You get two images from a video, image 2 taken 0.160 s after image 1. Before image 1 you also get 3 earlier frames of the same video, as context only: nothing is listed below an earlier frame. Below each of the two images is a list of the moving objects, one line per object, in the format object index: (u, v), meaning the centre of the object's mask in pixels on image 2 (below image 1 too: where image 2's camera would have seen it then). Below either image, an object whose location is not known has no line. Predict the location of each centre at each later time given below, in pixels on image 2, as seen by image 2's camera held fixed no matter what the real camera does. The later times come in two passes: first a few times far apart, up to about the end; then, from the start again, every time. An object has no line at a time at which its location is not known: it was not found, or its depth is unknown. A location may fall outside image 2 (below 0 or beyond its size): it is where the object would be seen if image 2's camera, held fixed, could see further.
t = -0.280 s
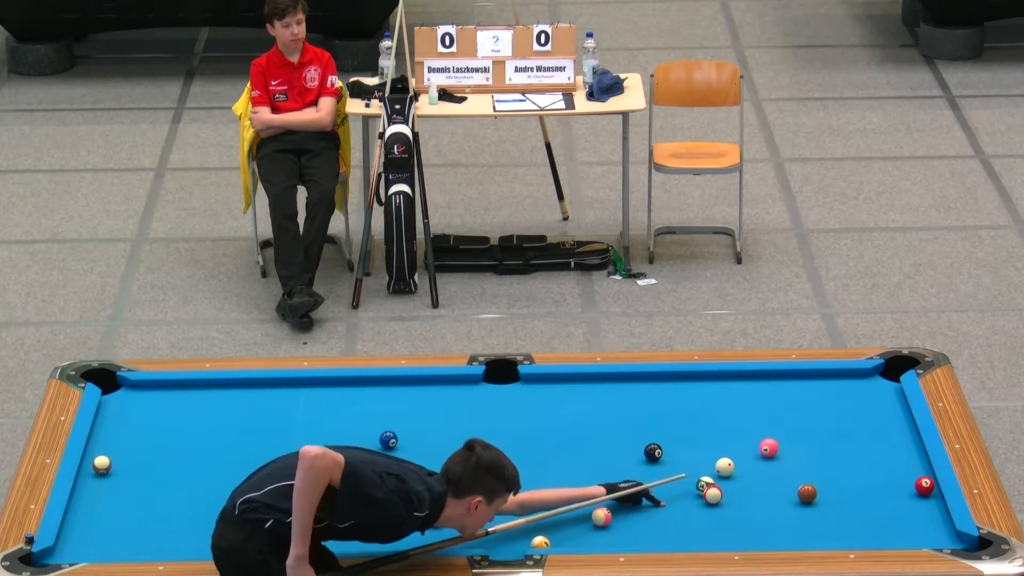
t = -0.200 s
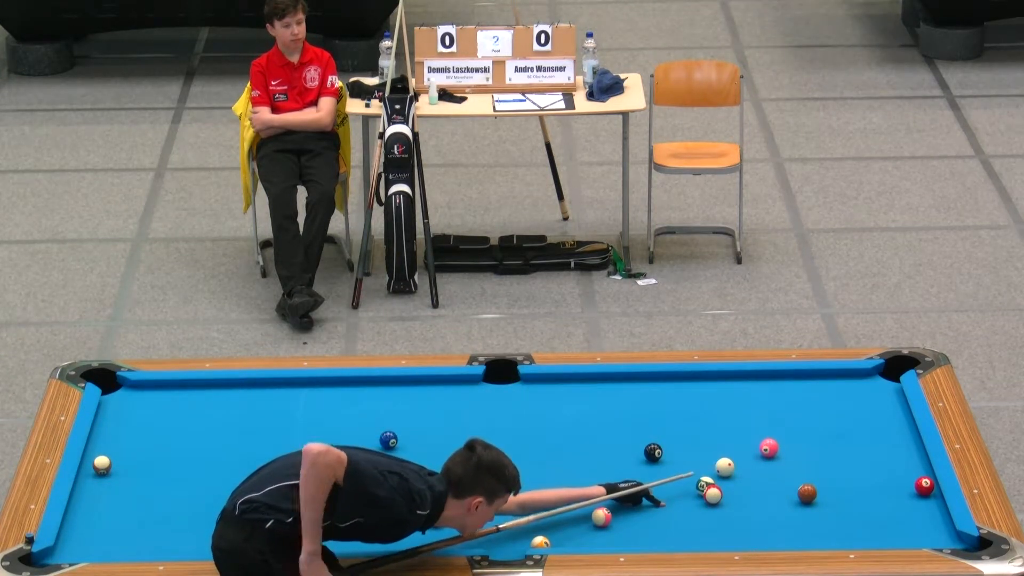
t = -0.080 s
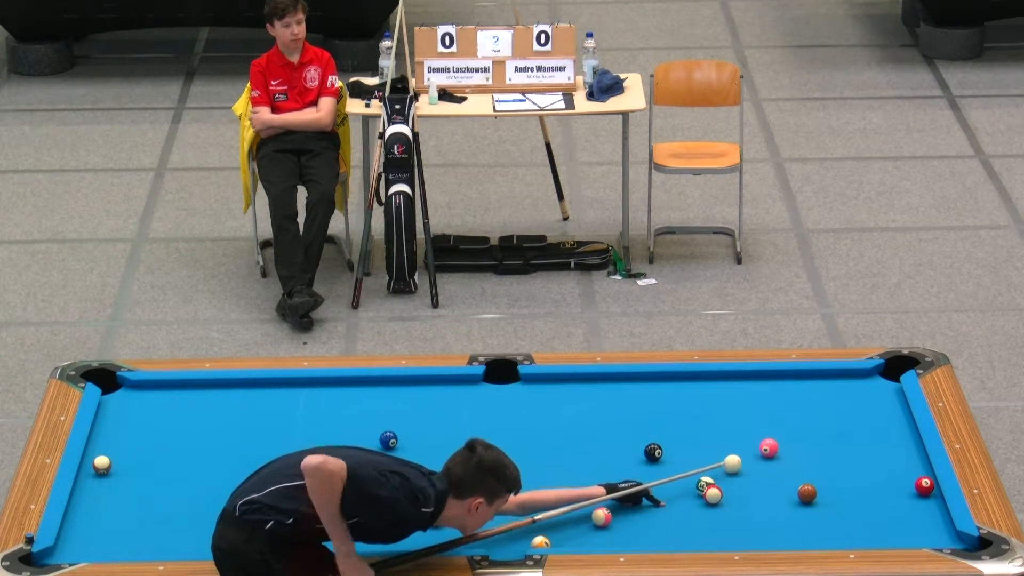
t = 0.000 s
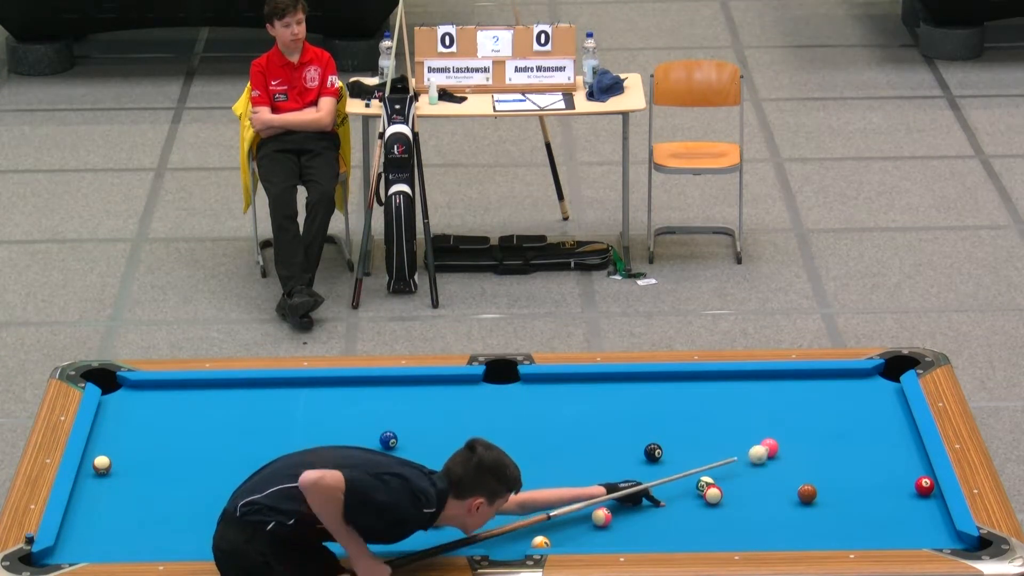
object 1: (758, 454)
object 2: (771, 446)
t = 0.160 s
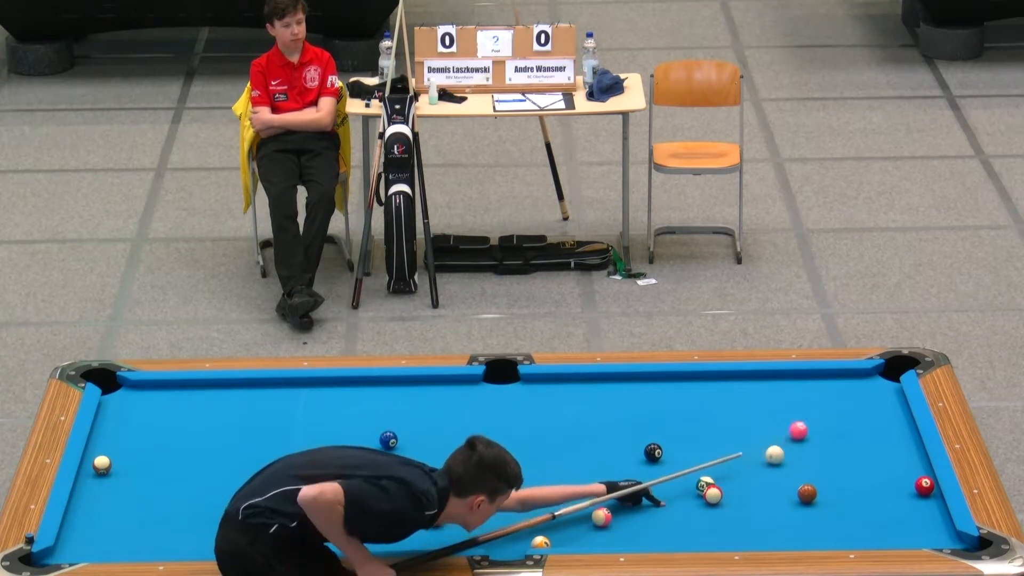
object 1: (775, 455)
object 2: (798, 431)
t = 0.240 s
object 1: (785, 454)
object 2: (810, 424)
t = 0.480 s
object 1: (814, 451)
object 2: (842, 405)
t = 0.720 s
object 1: (842, 449)
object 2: (872, 387)
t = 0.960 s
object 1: (868, 447)
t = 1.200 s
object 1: (892, 445)
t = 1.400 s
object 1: (912, 444)
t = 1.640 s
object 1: (901, 442)
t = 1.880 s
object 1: (890, 442)
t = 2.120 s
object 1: (879, 441)
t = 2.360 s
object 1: (871, 440)
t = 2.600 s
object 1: (865, 440)
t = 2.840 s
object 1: (860, 440)
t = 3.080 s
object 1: (857, 440)
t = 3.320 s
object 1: (856, 439)
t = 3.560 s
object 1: (857, 439)
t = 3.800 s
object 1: (857, 439)
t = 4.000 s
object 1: (857, 439)
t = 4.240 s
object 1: (857, 439)
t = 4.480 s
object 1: (857, 439)
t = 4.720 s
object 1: (857, 440)
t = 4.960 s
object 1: (857, 440)
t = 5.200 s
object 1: (857, 440)
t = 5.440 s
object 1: (857, 439)
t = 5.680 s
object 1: (857, 439)
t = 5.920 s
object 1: (857, 439)
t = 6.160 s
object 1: (857, 439)
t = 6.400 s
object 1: (857, 439)
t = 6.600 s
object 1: (857, 439)
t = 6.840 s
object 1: (857, 439)
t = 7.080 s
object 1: (857, 439)
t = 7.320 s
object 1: (857, 439)
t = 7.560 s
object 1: (857, 439)
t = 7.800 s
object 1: (857, 439)
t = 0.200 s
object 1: (780, 455)
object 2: (804, 427)
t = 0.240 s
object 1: (785, 454)
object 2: (810, 424)
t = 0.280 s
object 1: (790, 454)
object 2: (815, 421)
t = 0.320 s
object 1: (794, 453)
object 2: (820, 418)
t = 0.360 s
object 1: (800, 453)
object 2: (826, 414)
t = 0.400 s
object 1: (804, 452)
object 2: (831, 411)
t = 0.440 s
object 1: (809, 452)
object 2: (836, 408)
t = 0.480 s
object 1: (814, 451)
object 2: (842, 405)
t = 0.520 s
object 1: (819, 451)
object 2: (847, 402)
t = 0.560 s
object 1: (823, 451)
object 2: (852, 399)
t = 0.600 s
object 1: (828, 450)
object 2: (858, 396)
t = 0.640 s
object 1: (832, 450)
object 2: (862, 393)
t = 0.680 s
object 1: (837, 450)
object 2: (867, 390)
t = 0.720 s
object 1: (842, 449)
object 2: (872, 387)
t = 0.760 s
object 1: (846, 449)
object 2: (878, 384)
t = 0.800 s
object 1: (851, 449)
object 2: (882, 381)
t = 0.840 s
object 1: (855, 448)
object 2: (887, 378)
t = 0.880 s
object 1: (859, 448)
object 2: (892, 375)
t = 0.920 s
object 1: (863, 447)
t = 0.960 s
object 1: (868, 447)
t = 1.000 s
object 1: (872, 447)
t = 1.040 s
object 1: (876, 446)
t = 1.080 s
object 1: (880, 446)
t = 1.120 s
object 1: (884, 446)
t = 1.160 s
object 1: (888, 445)
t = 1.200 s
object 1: (892, 445)
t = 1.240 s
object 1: (896, 445)
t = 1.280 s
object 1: (900, 444)
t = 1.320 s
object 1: (904, 444)
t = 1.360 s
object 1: (908, 444)
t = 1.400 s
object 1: (912, 444)
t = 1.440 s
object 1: (912, 443)
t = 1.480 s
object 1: (910, 443)
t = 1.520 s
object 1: (908, 443)
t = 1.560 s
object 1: (906, 443)
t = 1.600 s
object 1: (903, 443)
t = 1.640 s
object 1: (901, 442)
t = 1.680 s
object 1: (899, 442)
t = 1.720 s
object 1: (897, 442)
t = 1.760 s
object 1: (895, 442)
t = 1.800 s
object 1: (893, 442)
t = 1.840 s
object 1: (892, 442)
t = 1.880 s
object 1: (890, 442)
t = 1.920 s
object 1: (888, 441)
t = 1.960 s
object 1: (886, 441)
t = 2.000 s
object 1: (884, 441)
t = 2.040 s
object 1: (883, 441)
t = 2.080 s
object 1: (881, 441)
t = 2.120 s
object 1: (879, 441)
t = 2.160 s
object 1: (878, 441)
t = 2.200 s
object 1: (876, 440)
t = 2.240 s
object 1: (875, 440)
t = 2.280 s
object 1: (874, 440)
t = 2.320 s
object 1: (872, 440)
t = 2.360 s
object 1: (871, 440)
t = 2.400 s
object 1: (870, 440)
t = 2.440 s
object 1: (869, 440)
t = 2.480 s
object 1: (868, 440)
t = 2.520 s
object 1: (867, 440)
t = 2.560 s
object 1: (866, 440)
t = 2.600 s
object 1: (865, 440)
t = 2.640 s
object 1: (864, 440)
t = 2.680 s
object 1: (863, 440)
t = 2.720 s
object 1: (862, 440)
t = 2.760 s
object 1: (861, 440)
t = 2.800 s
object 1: (861, 440)
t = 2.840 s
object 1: (860, 440)
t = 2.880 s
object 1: (859, 440)
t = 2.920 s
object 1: (859, 440)
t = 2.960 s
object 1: (859, 440)
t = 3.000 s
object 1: (858, 440)
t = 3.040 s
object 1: (858, 440)
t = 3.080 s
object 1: (857, 440)
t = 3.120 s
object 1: (857, 440)
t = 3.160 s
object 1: (857, 440)
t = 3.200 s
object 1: (857, 440)
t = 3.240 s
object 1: (857, 440)
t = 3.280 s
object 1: (856, 439)
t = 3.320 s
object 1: (856, 439)
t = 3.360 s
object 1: (856, 439)
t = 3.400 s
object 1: (856, 439)
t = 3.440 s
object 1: (856, 439)
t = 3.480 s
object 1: (857, 439)
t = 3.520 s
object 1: (857, 439)
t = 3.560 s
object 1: (857, 439)
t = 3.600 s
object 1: (857, 439)
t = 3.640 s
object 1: (857, 439)
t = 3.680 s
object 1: (857, 439)
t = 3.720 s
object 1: (857, 439)
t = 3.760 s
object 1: (857, 439)
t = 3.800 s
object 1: (857, 439)
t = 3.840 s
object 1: (857, 439)
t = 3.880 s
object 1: (857, 439)
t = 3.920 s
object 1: (857, 439)
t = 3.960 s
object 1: (857, 439)
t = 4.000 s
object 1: (857, 439)
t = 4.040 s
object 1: (857, 439)
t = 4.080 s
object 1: (857, 439)
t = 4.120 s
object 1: (857, 439)
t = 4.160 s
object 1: (857, 439)
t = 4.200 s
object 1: (857, 440)
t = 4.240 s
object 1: (857, 439)
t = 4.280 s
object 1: (857, 440)
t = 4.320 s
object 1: (857, 439)
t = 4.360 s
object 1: (857, 440)
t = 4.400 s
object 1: (857, 440)
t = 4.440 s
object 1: (857, 440)
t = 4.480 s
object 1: (857, 439)
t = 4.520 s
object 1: (857, 440)
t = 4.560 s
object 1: (857, 439)
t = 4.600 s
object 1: (857, 439)
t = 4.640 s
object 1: (857, 439)
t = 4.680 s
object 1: (857, 439)
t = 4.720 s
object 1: (857, 440)
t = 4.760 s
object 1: (857, 440)
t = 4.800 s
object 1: (857, 440)
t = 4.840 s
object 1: (857, 440)
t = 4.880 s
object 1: (857, 440)
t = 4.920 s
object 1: (857, 440)
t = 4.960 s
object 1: (857, 440)
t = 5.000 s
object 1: (857, 439)
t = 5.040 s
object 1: (857, 440)
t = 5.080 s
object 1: (857, 440)
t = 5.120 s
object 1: (857, 439)
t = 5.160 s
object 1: (857, 439)
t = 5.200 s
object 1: (857, 440)
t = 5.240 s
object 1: (857, 440)
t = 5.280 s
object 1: (857, 439)
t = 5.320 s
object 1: (857, 440)
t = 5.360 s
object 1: (857, 440)
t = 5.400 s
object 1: (857, 439)
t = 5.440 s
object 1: (857, 439)
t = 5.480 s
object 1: (857, 439)
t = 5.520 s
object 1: (857, 439)
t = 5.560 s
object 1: (857, 439)
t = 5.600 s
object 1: (857, 439)
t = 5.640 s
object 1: (857, 439)
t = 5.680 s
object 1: (857, 439)
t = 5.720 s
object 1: (857, 439)
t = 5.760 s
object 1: (857, 439)
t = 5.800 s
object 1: (857, 439)
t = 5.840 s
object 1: (857, 439)
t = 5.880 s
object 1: (857, 439)
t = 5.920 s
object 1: (857, 439)
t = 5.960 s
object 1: (857, 439)
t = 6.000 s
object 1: (857, 439)
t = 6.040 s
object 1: (857, 439)
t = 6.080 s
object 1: (857, 439)
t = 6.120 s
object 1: (857, 439)
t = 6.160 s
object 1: (857, 439)
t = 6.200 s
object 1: (857, 439)
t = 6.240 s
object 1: (857, 439)
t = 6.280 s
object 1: (857, 439)
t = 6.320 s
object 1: (857, 439)
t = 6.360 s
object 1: (857, 439)
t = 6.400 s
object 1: (857, 439)
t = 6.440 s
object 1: (857, 439)
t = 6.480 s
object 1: (857, 439)
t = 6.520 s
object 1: (857, 439)
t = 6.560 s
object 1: (857, 439)
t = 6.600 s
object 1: (857, 439)
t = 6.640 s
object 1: (857, 439)
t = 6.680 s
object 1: (857, 439)
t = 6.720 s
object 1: (857, 439)
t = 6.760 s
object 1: (857, 439)
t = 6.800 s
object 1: (857, 439)
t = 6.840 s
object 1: (857, 439)
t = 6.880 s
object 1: (857, 439)
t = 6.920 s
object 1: (857, 439)
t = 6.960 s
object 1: (857, 439)
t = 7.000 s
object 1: (857, 439)
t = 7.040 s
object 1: (857, 439)
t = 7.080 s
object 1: (857, 439)
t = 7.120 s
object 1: (857, 439)
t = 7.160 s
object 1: (857, 439)
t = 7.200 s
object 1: (857, 439)
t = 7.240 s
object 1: (857, 439)
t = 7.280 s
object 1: (857, 439)
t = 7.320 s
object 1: (857, 439)
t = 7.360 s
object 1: (857, 439)
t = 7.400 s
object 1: (857, 439)
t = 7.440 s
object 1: (857, 439)
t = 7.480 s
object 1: (857, 439)
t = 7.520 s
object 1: (857, 439)
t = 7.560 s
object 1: (857, 439)
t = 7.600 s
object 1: (857, 439)
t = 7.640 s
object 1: (857, 439)
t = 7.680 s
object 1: (857, 439)
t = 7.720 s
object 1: (857, 439)
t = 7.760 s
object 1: (857, 439)
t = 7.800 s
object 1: (857, 439)
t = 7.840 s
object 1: (857, 439)
